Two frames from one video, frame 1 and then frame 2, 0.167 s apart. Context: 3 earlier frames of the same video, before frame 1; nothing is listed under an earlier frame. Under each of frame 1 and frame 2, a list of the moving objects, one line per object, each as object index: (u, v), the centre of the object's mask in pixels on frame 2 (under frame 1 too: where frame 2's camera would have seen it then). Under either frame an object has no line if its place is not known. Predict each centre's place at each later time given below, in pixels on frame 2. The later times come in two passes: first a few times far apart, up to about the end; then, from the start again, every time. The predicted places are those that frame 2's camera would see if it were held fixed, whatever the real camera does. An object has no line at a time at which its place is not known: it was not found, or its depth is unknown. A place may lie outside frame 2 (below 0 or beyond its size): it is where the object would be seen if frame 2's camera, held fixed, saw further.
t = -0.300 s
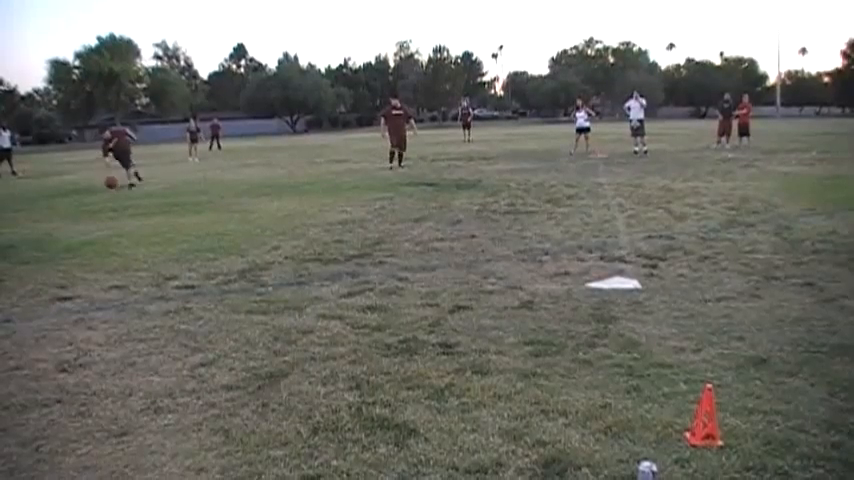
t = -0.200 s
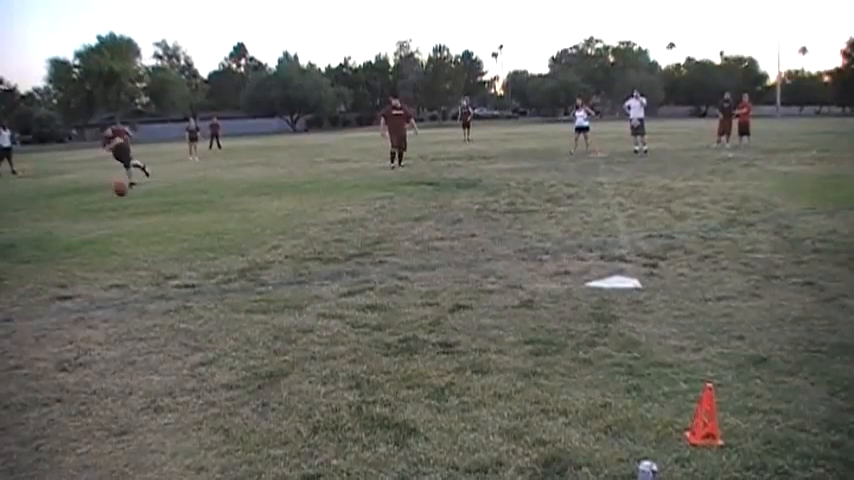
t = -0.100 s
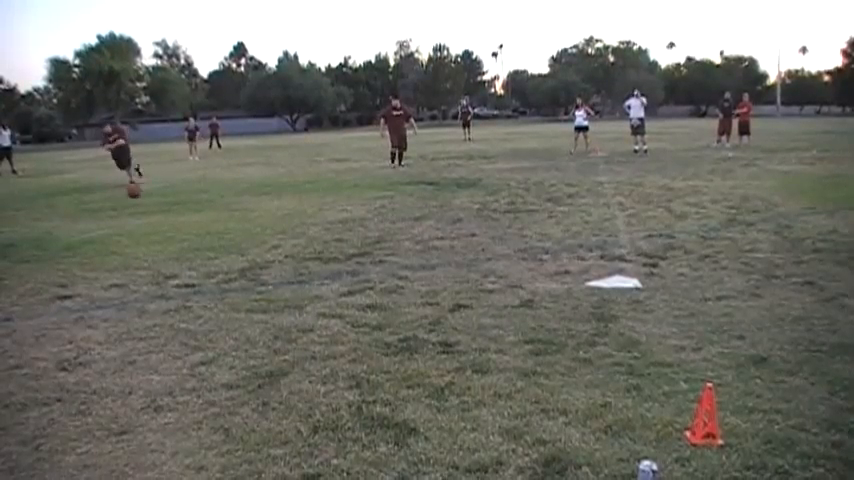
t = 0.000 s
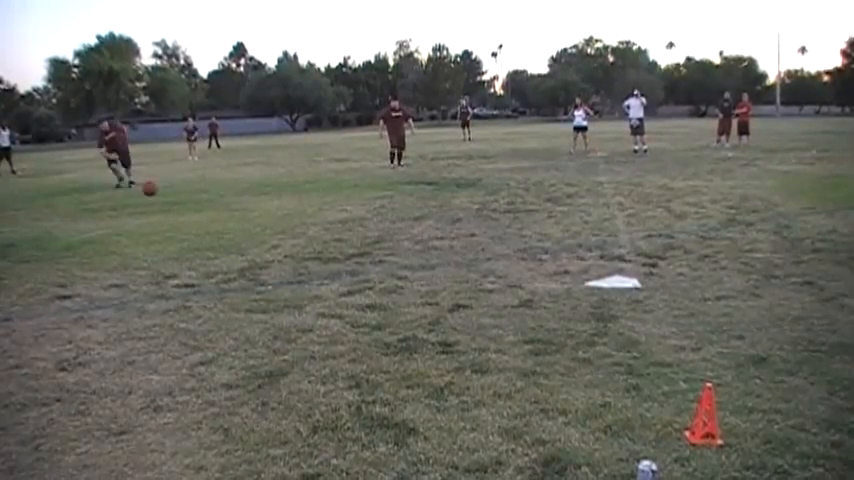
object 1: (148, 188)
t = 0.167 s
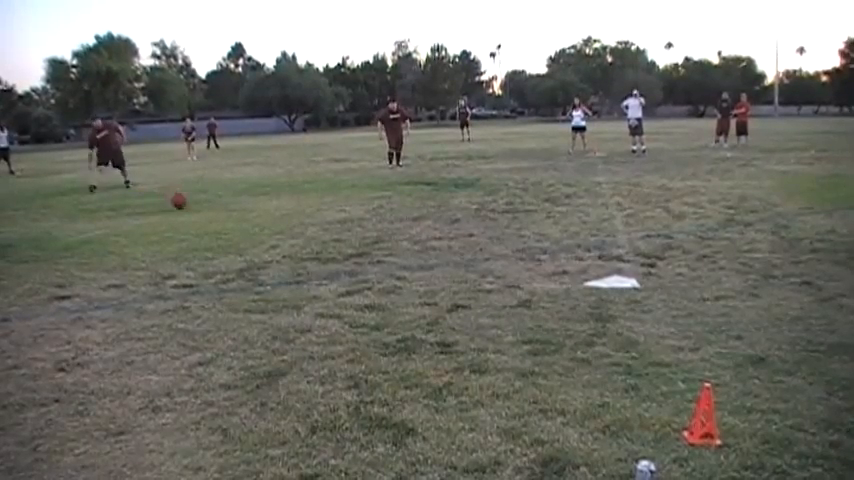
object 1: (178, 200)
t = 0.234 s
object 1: (192, 205)
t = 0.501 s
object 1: (258, 211)
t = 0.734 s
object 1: (328, 216)
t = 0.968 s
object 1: (419, 237)
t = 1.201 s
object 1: (537, 252)
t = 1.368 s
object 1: (642, 262)
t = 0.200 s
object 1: (185, 203)
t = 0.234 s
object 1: (192, 205)
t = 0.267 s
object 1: (200, 202)
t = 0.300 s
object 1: (207, 201)
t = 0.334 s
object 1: (216, 200)
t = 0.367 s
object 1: (223, 201)
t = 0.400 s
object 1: (231, 202)
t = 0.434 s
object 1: (240, 204)
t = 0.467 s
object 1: (248, 207)
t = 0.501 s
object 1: (258, 211)
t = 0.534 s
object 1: (268, 214)
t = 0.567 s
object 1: (276, 214)
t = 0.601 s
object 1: (286, 212)
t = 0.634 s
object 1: (296, 211)
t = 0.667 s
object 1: (307, 212)
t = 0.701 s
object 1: (317, 214)
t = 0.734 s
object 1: (328, 216)
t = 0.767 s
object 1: (340, 220)
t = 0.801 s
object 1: (352, 225)
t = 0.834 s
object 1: (364, 227)
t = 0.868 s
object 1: (377, 229)
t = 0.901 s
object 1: (391, 232)
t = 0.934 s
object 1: (405, 234)
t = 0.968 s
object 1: (419, 237)
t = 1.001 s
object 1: (435, 241)
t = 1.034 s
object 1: (450, 242)
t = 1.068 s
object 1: (466, 241)
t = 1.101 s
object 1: (482, 241)
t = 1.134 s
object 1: (500, 244)
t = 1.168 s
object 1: (517, 245)
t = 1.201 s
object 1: (537, 252)
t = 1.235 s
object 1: (556, 258)
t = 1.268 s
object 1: (577, 265)
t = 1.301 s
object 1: (596, 264)
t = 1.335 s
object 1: (618, 262)
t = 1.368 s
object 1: (642, 262)
